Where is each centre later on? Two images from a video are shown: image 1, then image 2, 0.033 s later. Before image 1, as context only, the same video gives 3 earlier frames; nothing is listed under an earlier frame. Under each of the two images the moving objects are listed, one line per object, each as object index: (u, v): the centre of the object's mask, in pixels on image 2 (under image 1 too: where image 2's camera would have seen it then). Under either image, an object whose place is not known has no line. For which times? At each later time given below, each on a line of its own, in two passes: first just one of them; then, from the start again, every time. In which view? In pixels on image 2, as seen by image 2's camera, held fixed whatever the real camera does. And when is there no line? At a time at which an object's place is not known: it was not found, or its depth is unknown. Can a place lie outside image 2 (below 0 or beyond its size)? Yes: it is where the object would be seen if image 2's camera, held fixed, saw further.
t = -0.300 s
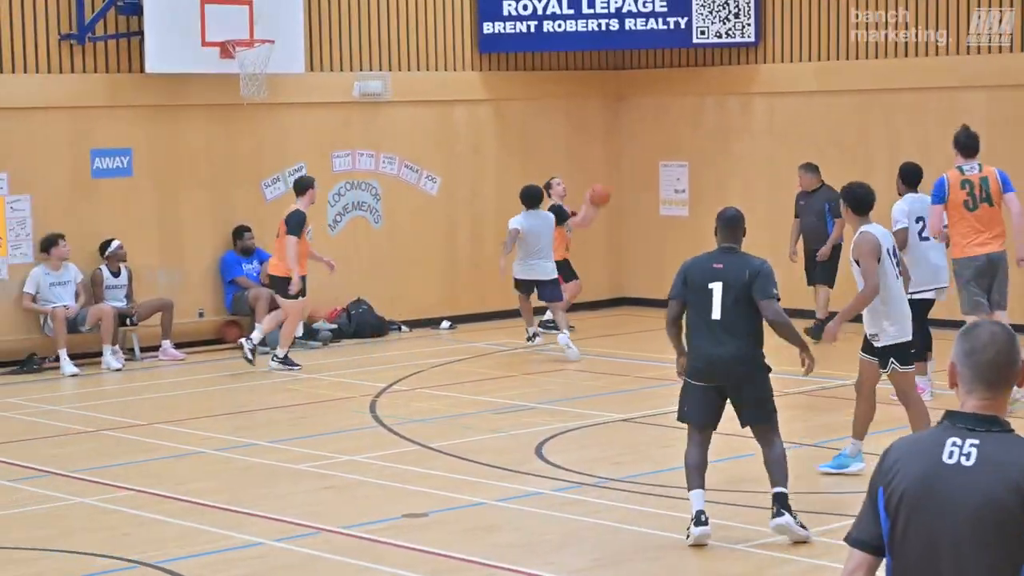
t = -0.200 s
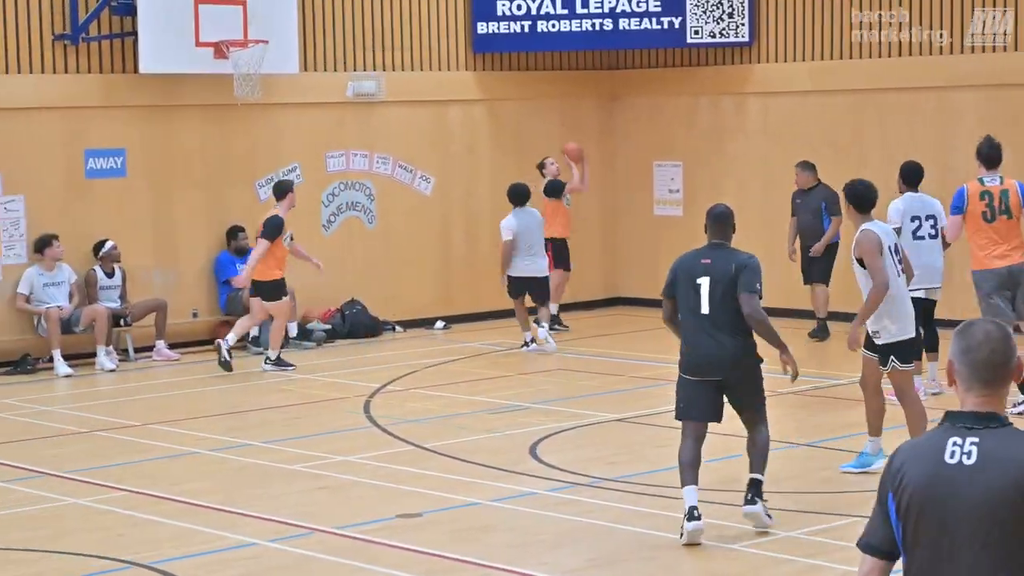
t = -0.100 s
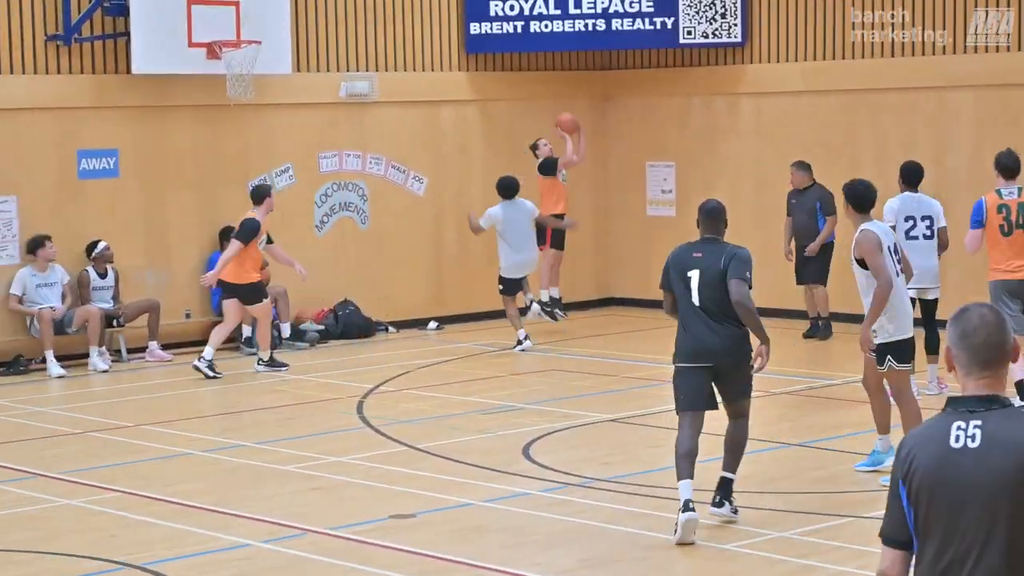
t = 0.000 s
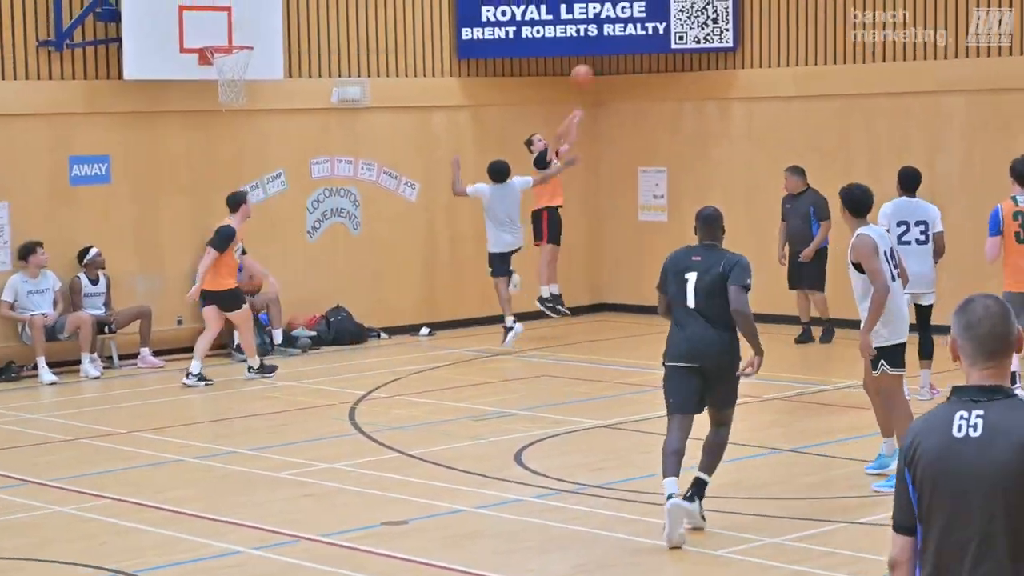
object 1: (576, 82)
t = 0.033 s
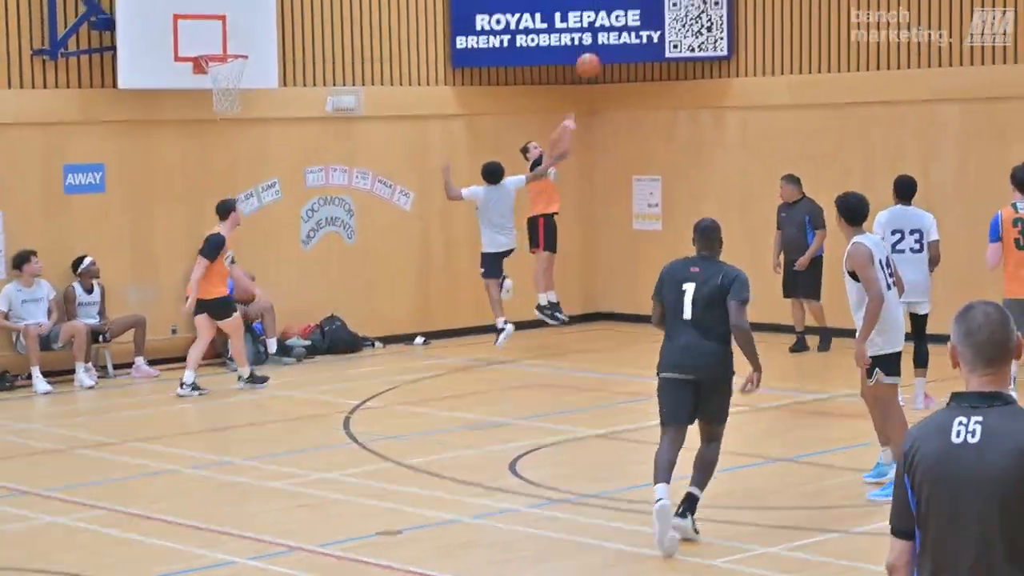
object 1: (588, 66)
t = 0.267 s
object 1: (678, -58)
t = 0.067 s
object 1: (600, 46)
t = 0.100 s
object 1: (613, 27)
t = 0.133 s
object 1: (625, 8)
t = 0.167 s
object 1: (638, -10)
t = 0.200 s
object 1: (651, -27)
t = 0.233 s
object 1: (665, -42)
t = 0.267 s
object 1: (678, -58)
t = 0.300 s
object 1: (693, -72)
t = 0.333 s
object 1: (706, -83)
